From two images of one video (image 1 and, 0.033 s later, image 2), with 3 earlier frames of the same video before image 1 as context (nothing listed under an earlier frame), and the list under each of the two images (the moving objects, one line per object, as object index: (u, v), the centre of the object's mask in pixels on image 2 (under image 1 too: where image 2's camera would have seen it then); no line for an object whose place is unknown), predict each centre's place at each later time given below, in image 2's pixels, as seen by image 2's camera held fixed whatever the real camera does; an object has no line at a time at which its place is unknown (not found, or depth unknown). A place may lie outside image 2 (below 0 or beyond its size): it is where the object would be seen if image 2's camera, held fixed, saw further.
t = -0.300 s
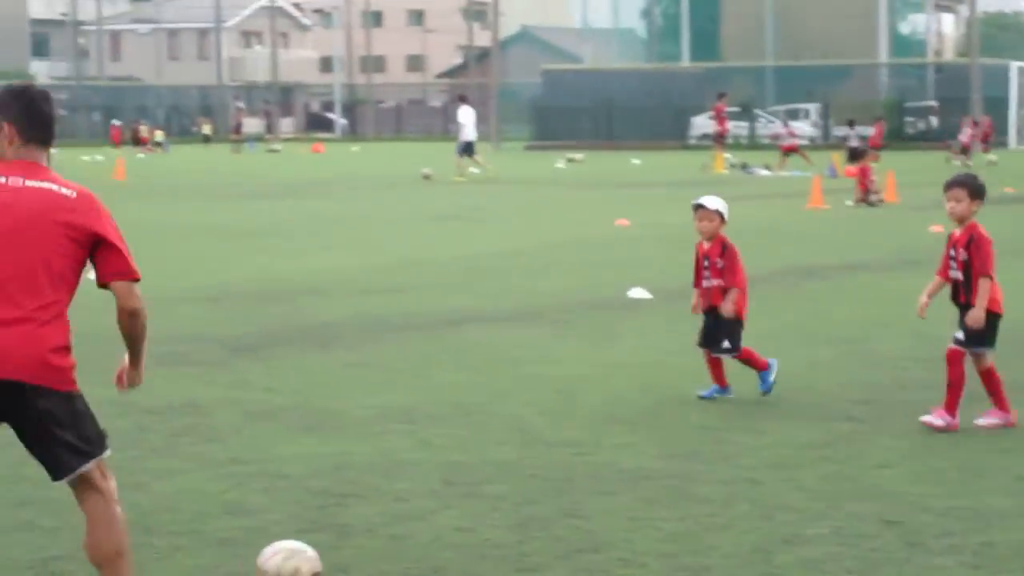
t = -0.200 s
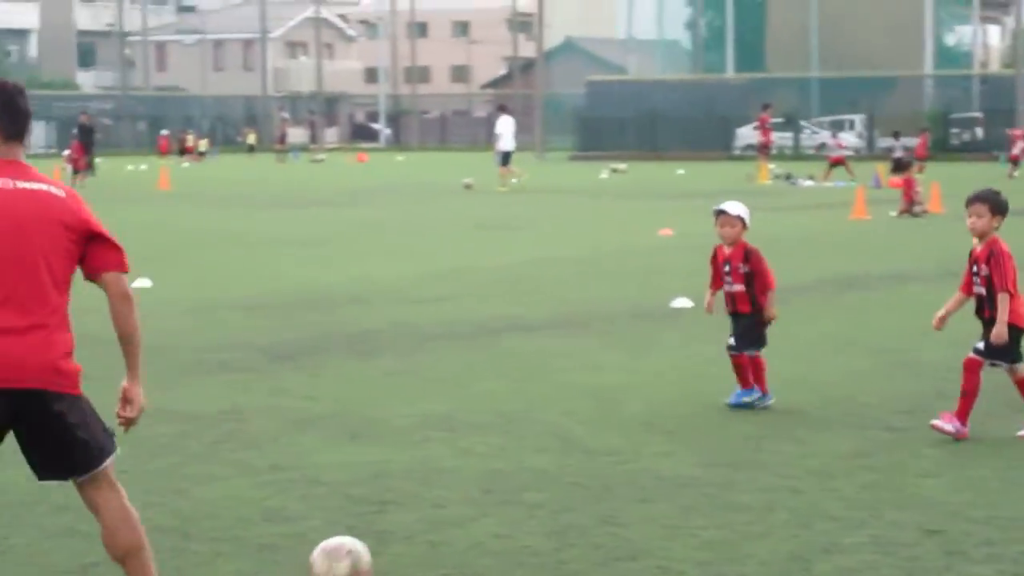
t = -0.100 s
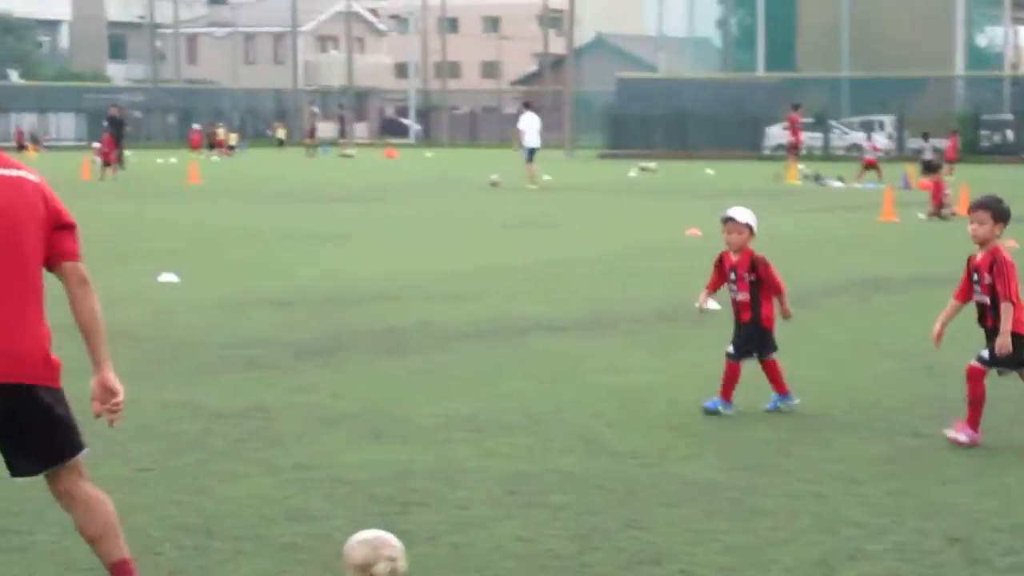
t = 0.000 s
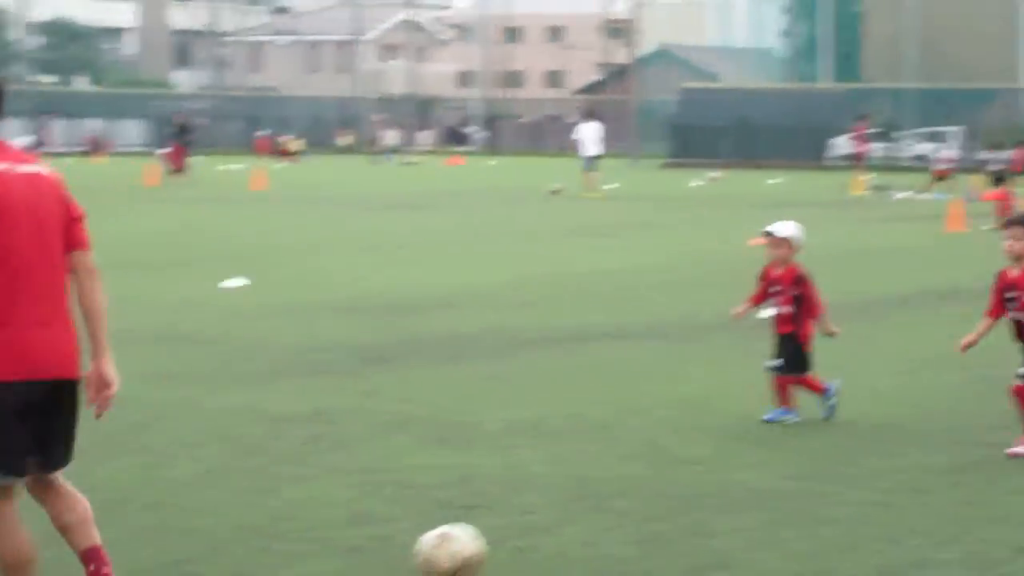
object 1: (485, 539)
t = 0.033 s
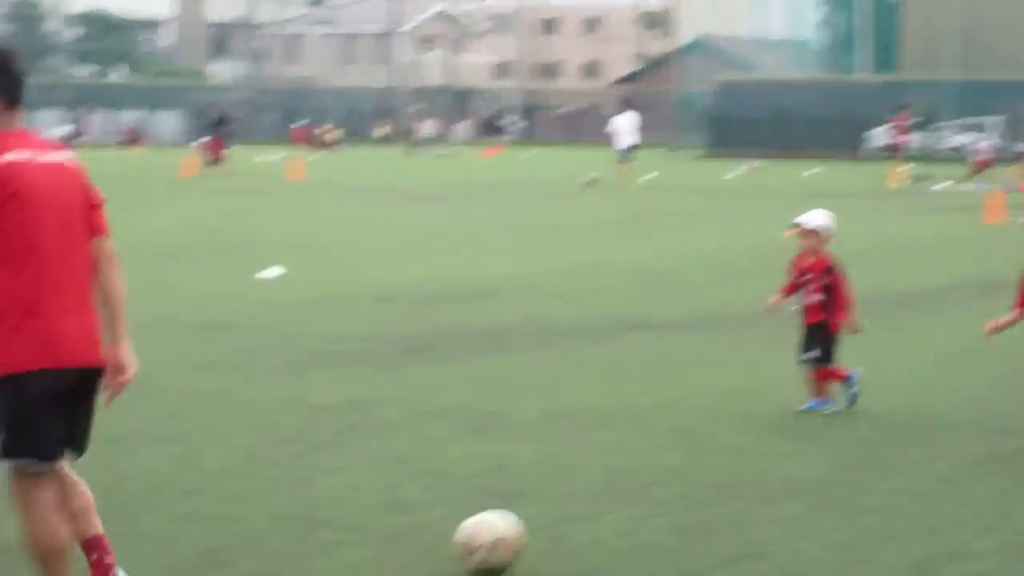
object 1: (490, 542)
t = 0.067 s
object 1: (494, 541)
